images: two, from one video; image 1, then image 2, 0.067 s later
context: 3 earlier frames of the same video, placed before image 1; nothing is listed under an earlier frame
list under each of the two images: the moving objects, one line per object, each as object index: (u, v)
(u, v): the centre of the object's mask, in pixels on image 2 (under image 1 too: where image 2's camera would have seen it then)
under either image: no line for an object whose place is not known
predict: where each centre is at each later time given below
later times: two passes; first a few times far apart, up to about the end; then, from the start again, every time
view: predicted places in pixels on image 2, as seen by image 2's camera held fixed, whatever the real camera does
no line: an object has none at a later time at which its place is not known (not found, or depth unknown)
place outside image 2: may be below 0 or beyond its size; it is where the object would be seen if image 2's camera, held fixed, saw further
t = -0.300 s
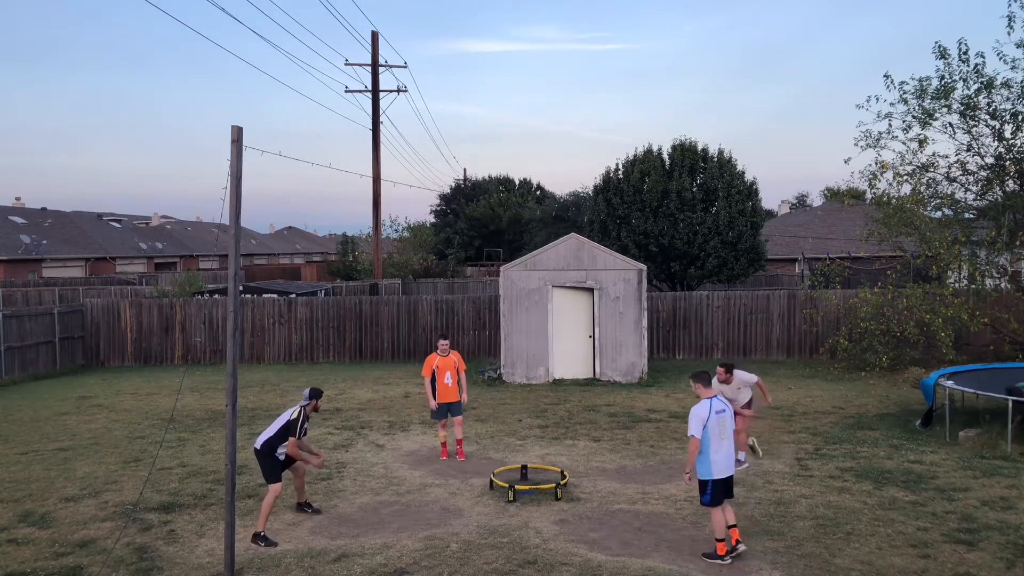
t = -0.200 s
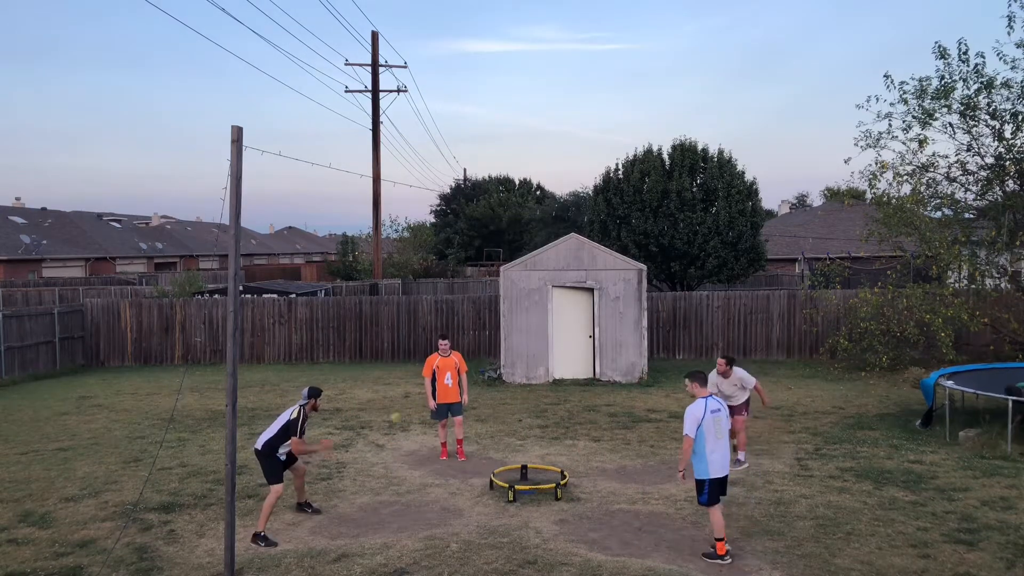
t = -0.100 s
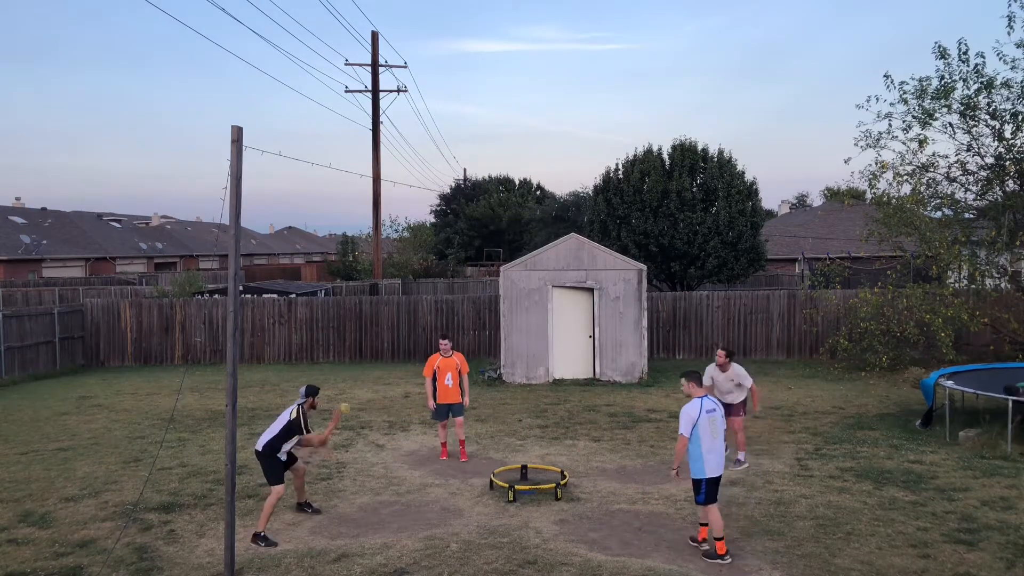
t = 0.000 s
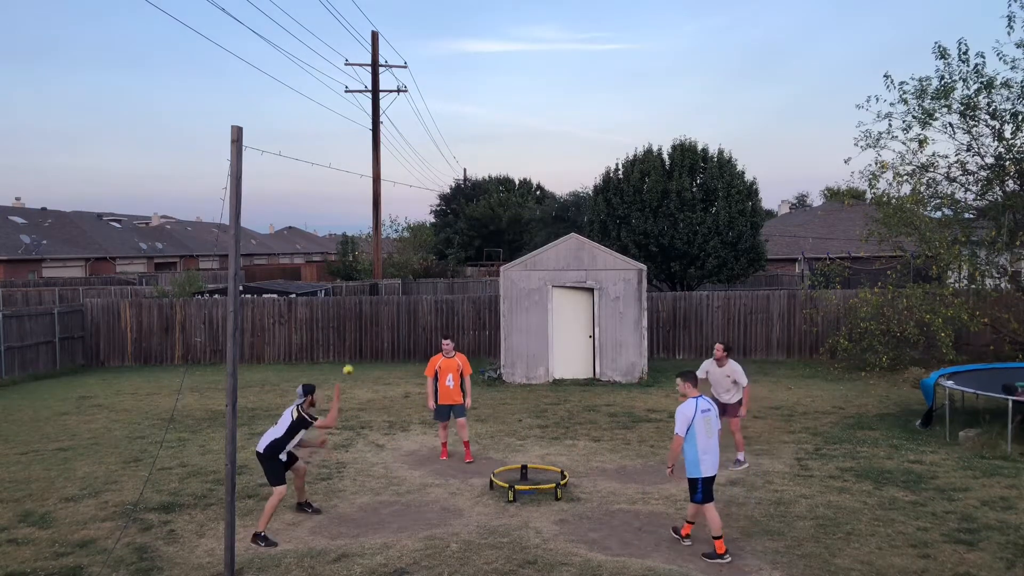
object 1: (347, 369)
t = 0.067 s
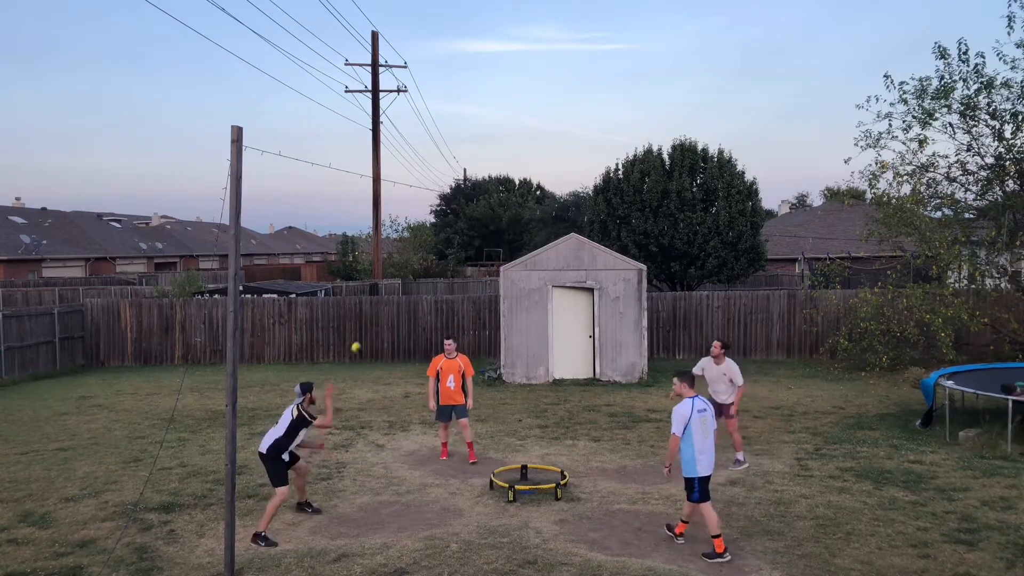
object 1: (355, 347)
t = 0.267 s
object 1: (379, 302)
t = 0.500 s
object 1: (407, 301)
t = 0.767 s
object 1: (438, 353)
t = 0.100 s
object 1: (360, 337)
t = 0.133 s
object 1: (364, 328)
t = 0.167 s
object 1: (368, 320)
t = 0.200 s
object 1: (372, 314)
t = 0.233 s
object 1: (376, 308)
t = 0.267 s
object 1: (379, 302)
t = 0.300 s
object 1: (383, 301)
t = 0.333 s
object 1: (388, 300)
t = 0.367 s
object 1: (392, 298)
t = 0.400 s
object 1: (396, 297)
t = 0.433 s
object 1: (400, 297)
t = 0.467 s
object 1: (404, 299)
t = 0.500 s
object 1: (407, 301)
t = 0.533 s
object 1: (411, 304)
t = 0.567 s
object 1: (415, 309)
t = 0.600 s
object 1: (420, 314)
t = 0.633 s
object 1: (423, 320)
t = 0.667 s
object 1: (427, 326)
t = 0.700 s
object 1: (430, 334)
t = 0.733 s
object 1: (434, 343)
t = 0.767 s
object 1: (438, 353)
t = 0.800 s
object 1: (442, 362)
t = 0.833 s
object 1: (447, 372)
